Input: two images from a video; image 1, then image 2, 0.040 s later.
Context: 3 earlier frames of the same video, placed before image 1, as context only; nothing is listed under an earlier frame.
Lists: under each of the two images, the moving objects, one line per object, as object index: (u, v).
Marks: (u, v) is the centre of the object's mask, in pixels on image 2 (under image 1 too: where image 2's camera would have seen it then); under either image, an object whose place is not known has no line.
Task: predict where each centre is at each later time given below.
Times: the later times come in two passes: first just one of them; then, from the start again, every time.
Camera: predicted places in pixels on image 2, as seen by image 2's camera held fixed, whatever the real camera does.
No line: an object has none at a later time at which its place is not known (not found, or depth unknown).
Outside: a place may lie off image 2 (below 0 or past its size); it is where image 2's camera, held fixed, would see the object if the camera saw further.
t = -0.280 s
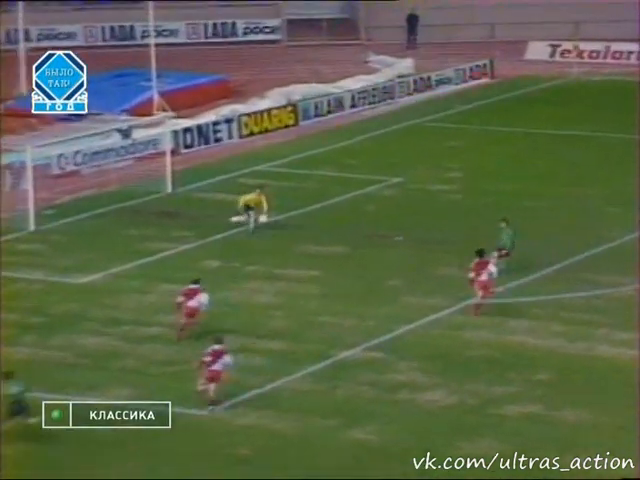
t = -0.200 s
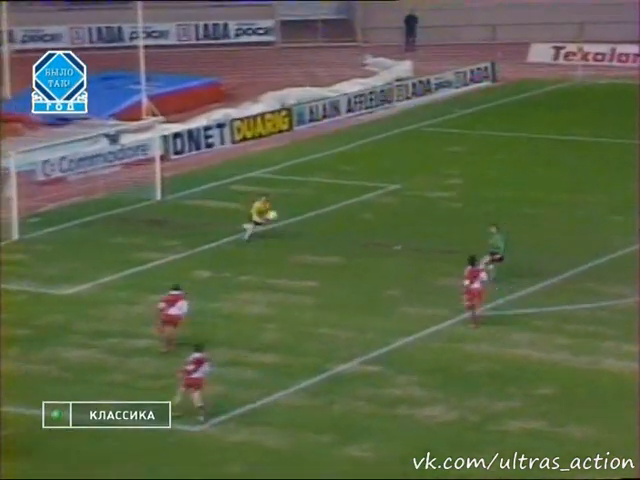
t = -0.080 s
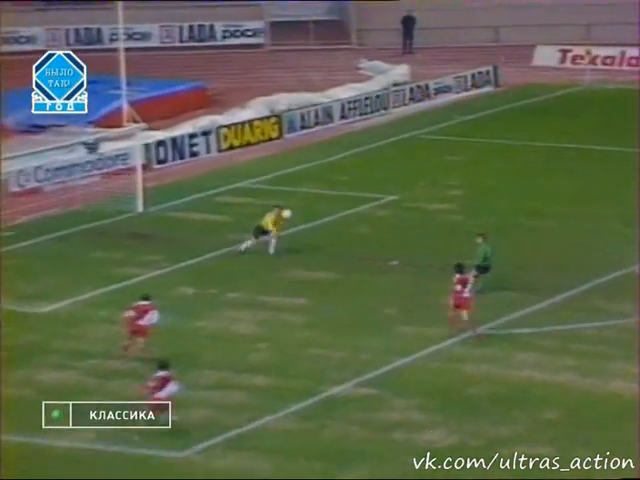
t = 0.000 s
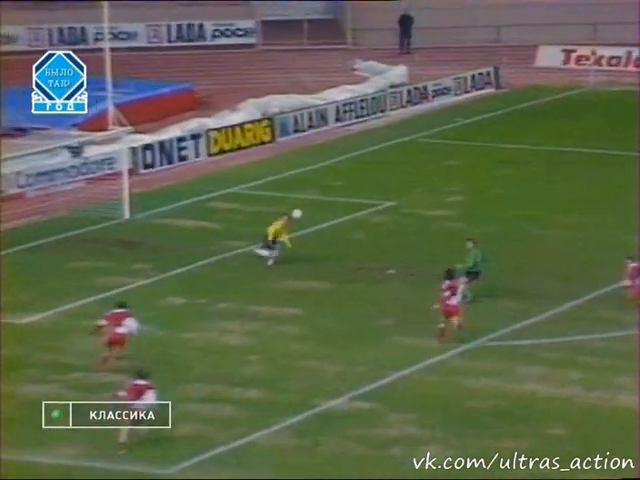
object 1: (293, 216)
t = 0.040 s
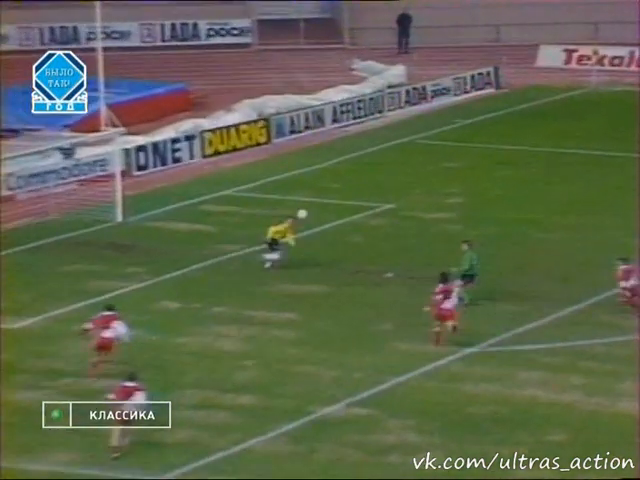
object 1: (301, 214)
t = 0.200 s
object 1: (336, 210)
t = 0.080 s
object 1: (310, 212)
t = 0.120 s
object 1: (319, 211)
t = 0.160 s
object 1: (327, 210)
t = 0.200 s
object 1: (336, 210)
